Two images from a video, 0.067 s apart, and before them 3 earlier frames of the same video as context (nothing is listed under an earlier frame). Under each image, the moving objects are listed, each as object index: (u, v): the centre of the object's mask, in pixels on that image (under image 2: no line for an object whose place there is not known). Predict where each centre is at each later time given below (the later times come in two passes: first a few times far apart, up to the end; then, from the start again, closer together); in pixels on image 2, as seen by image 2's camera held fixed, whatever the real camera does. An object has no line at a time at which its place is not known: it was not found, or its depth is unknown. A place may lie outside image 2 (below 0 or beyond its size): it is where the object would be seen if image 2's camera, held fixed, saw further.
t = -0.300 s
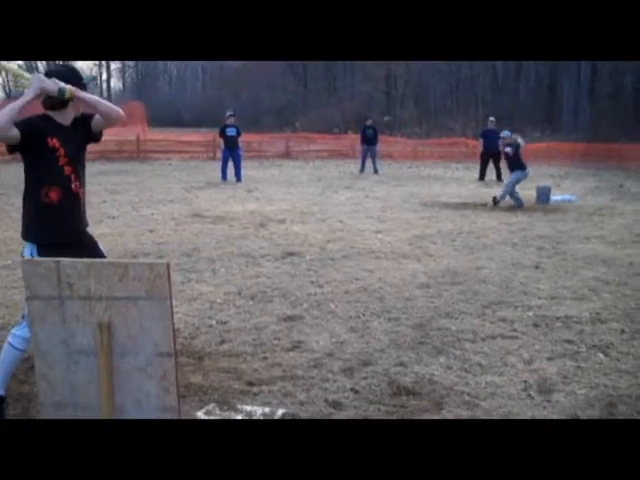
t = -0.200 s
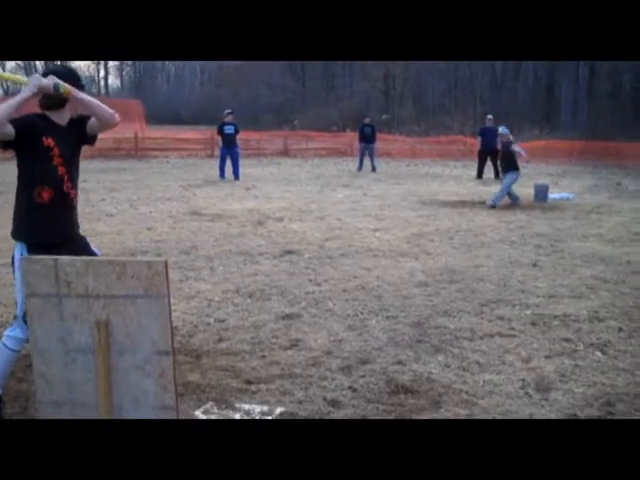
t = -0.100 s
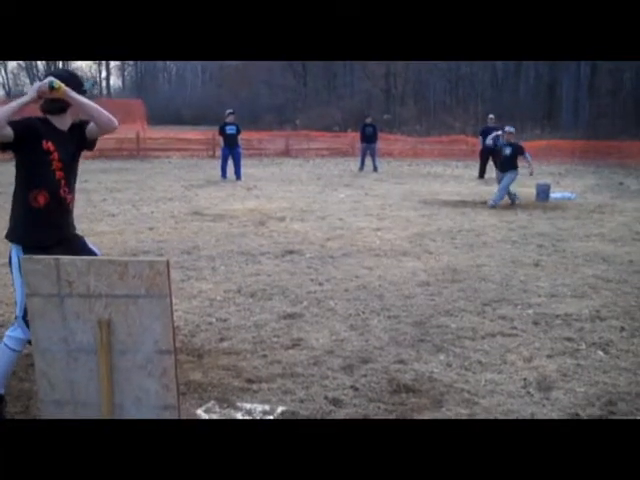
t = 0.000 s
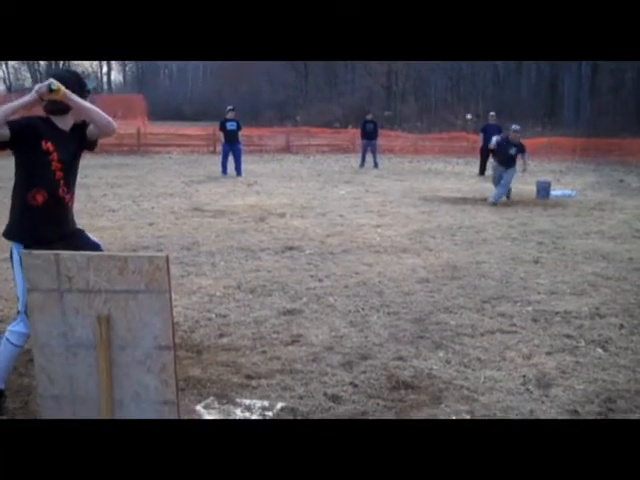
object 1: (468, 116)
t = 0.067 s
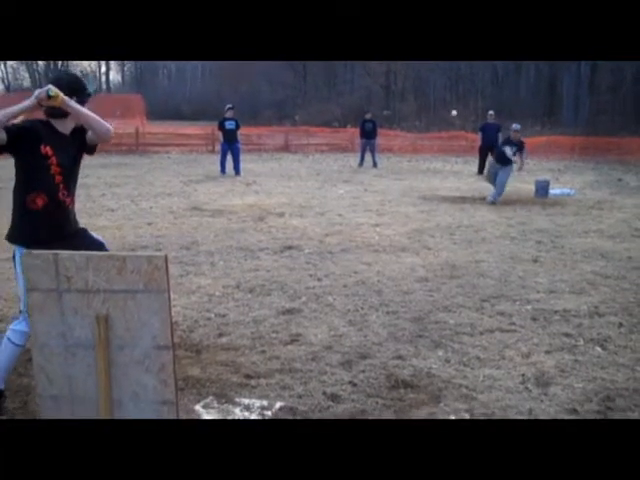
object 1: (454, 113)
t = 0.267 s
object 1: (389, 125)
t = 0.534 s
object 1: (154, 241)
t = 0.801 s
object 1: (195, 259)
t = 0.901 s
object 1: (216, 288)
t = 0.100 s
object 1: (445, 112)
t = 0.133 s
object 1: (437, 113)
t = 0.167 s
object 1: (427, 114)
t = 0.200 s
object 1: (416, 116)
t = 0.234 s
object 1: (404, 119)
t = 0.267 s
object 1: (389, 125)
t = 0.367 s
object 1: (334, 152)
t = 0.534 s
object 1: (154, 241)
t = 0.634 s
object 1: (141, 243)
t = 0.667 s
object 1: (154, 243)
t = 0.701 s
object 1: (166, 244)
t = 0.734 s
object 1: (177, 247)
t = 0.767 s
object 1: (186, 252)
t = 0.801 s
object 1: (195, 259)
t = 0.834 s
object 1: (202, 267)
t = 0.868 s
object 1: (209, 278)
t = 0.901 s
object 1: (216, 288)
